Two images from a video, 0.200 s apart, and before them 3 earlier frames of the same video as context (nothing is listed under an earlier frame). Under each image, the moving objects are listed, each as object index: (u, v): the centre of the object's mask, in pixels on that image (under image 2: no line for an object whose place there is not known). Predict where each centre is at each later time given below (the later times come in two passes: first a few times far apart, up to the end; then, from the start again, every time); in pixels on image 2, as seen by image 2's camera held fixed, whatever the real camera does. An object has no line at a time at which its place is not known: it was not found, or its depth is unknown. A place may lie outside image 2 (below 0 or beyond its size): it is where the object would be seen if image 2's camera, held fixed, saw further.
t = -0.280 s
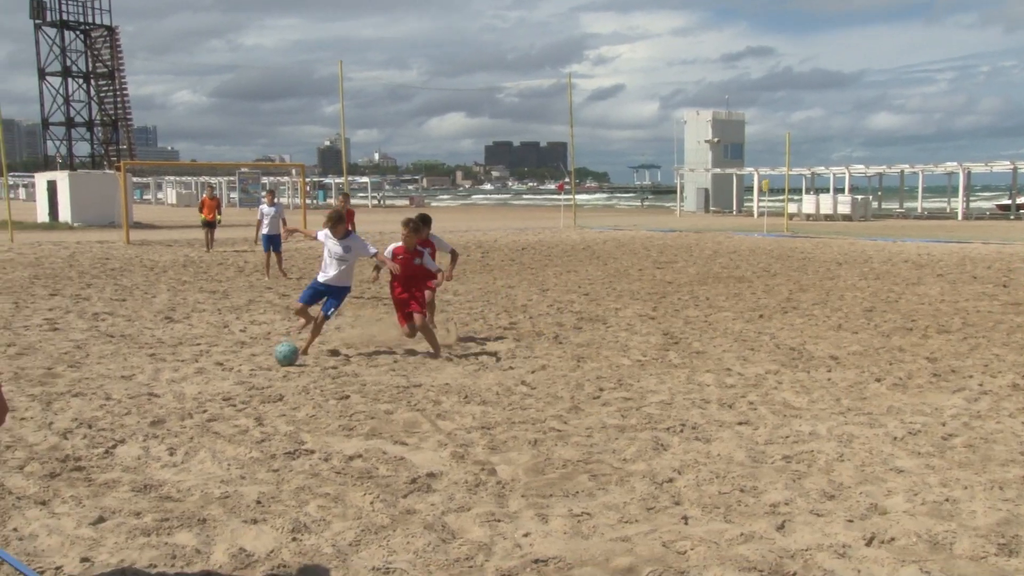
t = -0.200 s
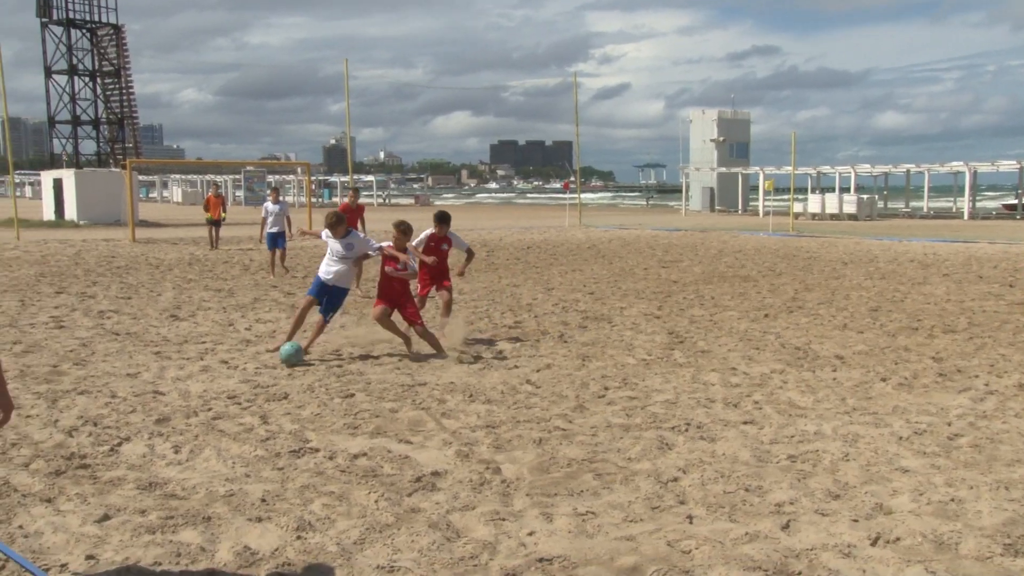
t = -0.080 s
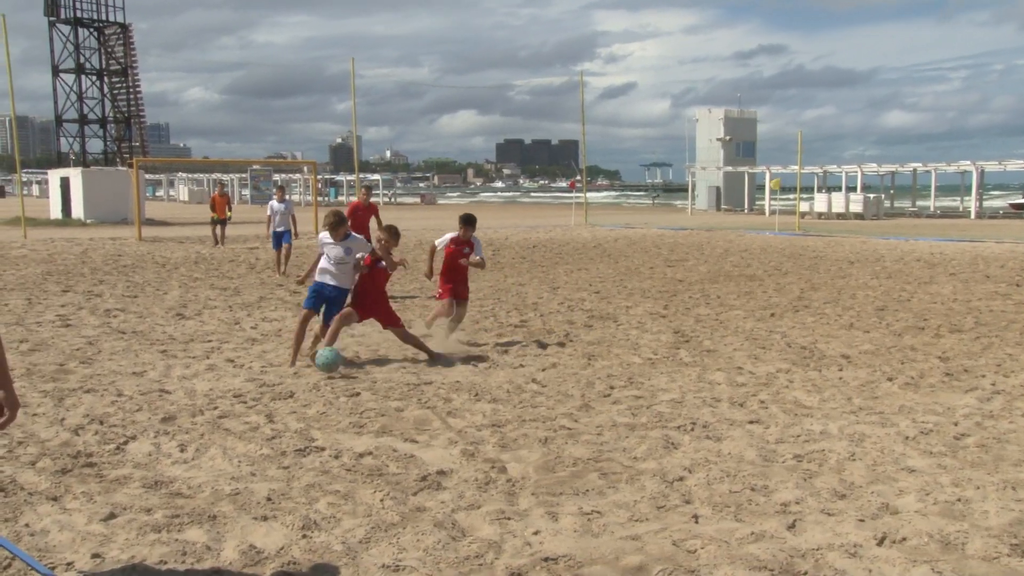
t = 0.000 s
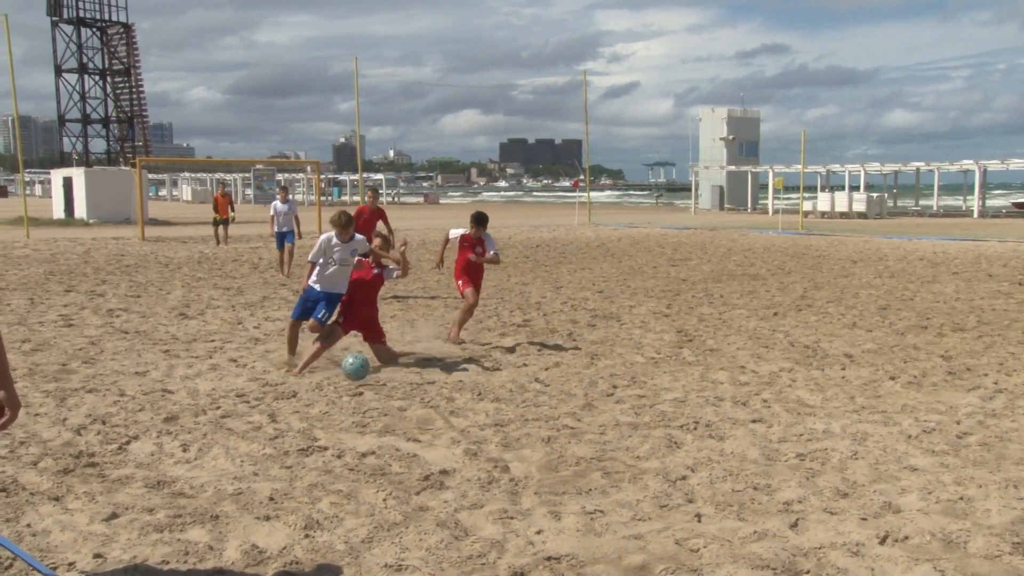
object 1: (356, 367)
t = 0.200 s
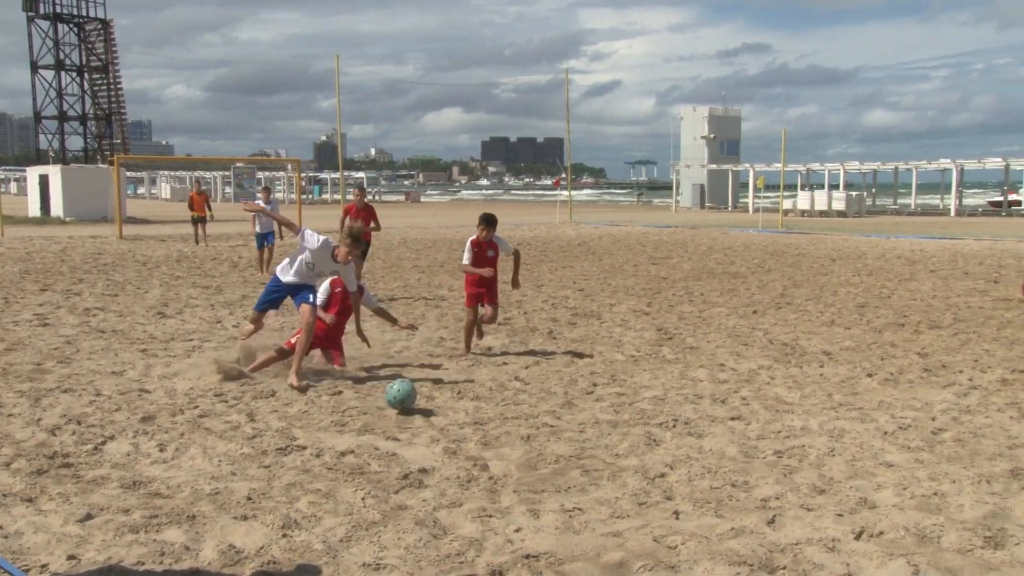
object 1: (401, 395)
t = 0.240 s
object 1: (414, 403)
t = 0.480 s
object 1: (491, 436)
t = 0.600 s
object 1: (530, 457)
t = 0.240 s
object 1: (414, 403)
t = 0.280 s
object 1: (427, 408)
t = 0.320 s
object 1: (439, 412)
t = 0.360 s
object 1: (452, 419)
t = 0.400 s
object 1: (466, 428)
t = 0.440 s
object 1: (478, 431)
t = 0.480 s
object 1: (491, 436)
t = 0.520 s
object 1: (503, 442)
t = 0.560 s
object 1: (517, 453)
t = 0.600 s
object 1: (530, 457)
